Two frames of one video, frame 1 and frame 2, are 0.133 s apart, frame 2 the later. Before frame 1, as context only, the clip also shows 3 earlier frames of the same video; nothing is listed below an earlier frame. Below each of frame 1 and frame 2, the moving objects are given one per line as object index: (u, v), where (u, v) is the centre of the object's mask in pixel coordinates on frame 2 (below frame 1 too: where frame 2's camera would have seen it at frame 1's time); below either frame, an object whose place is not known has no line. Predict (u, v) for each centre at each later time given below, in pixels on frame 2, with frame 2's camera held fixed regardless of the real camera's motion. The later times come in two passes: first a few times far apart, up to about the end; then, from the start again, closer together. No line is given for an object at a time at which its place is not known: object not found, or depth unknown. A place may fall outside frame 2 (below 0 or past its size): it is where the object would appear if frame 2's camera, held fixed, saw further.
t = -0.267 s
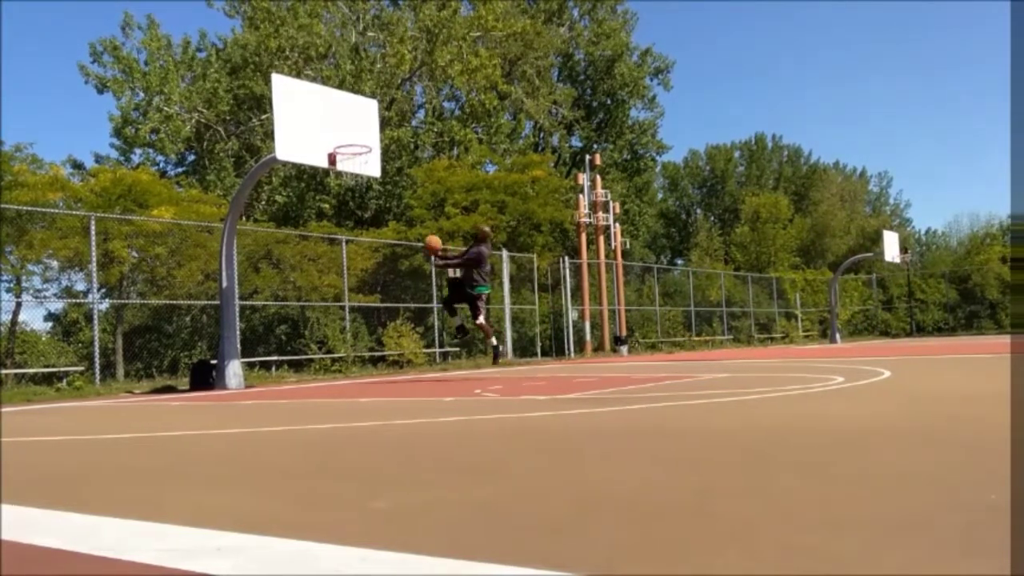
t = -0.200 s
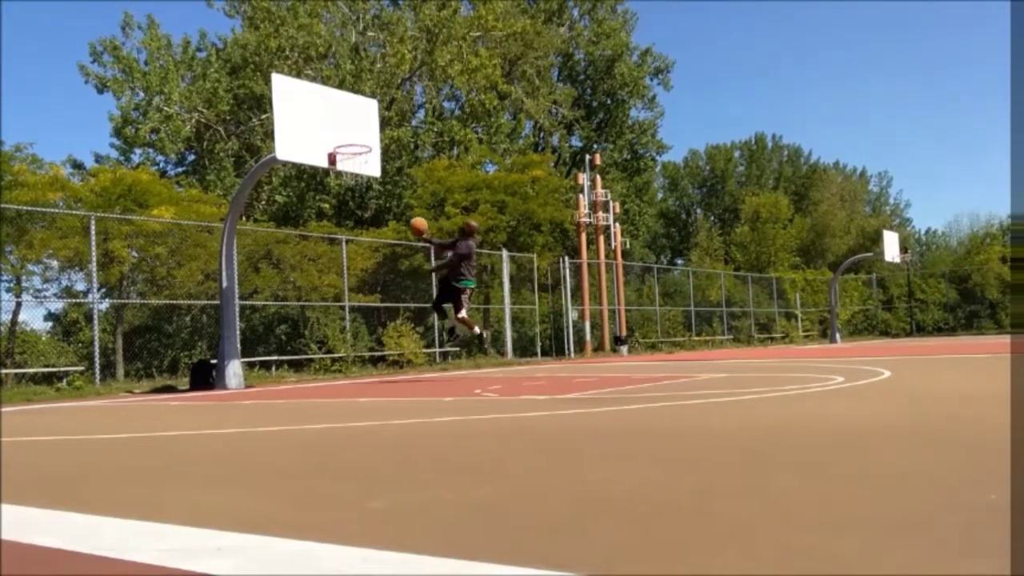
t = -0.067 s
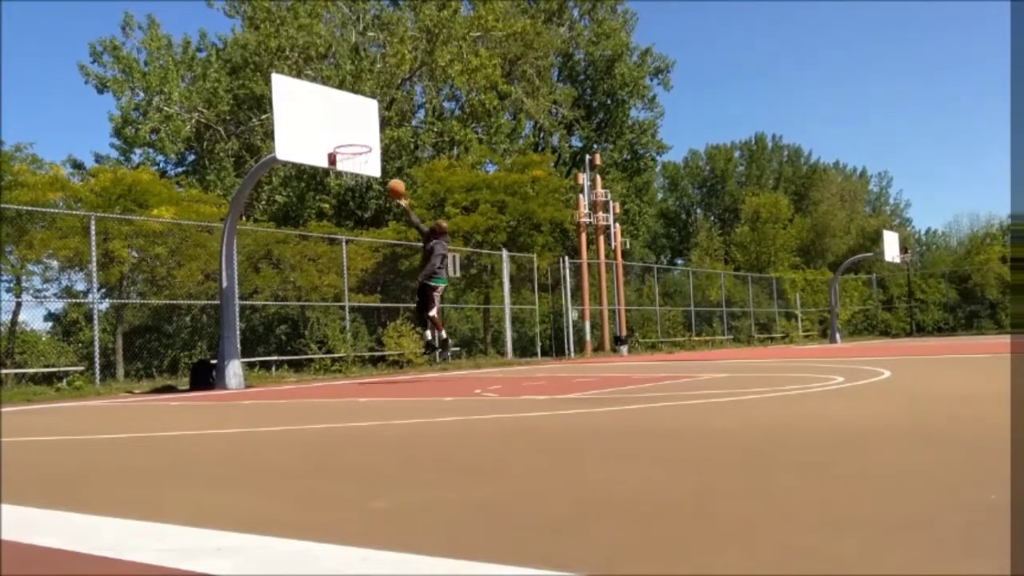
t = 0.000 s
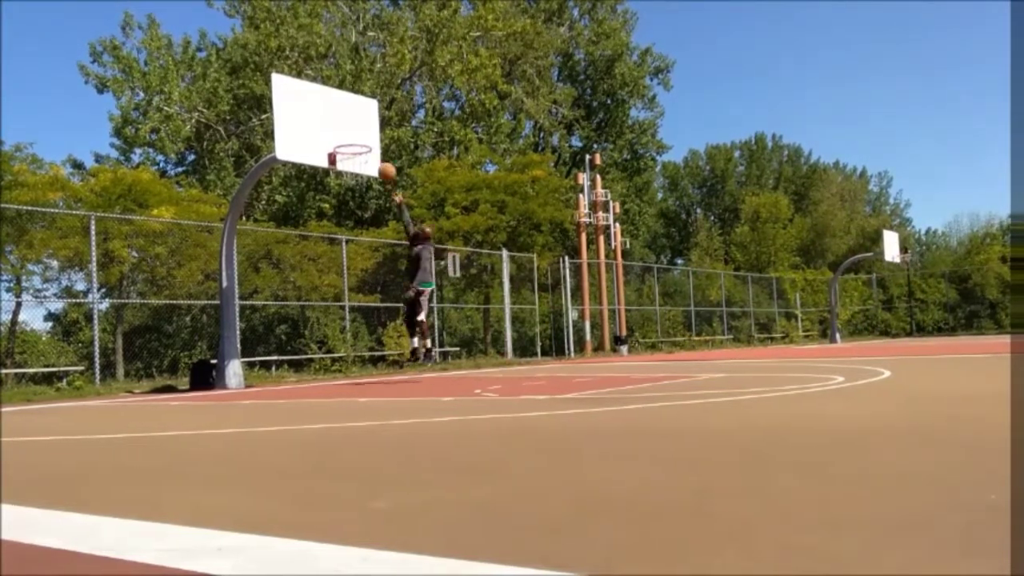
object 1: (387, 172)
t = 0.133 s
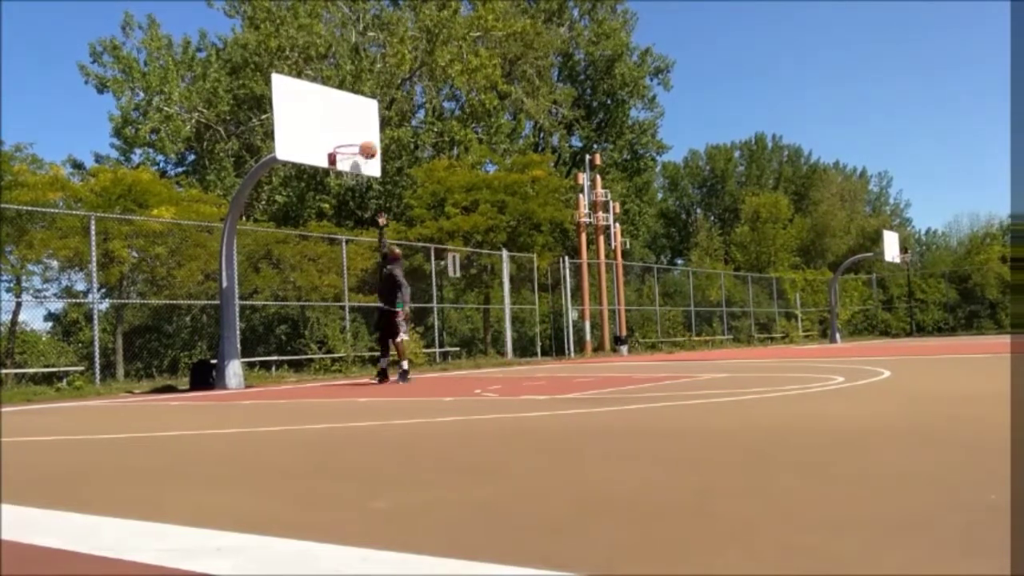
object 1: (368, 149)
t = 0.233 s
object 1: (354, 142)
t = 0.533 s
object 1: (351, 150)
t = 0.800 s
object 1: (354, 182)
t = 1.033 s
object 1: (357, 226)
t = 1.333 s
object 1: (365, 343)
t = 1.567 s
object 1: (363, 312)
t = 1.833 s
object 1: (359, 255)
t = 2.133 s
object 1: (358, 257)
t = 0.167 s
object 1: (363, 146)
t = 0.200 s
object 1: (359, 144)
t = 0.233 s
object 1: (354, 142)
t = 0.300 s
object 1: (352, 139)
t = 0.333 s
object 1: (351, 138)
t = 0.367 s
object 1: (351, 138)
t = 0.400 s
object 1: (351, 138)
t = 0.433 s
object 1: (351, 140)
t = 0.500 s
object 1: (351, 146)
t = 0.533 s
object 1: (351, 150)
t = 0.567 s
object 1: (352, 155)
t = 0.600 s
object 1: (352, 162)
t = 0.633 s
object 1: (352, 168)
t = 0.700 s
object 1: (354, 173)
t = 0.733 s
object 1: (354, 174)
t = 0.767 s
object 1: (354, 179)
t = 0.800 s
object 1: (354, 182)
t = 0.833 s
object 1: (354, 185)
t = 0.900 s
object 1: (355, 195)
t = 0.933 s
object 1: (355, 202)
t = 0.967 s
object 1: (356, 209)
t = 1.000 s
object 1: (357, 217)
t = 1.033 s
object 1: (357, 226)
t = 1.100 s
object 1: (358, 247)
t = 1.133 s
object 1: (359, 258)
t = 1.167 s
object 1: (360, 271)
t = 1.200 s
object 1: (360, 283)
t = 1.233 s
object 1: (362, 297)
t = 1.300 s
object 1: (364, 327)
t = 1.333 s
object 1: (365, 343)
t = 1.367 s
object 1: (366, 361)
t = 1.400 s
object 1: (366, 378)
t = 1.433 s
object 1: (366, 363)
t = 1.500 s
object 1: (365, 336)
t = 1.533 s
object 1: (364, 323)
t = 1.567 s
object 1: (363, 312)
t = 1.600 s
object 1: (363, 302)
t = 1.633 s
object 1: (362, 292)
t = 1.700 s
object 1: (360, 277)
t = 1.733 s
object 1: (360, 270)
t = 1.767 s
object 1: (360, 264)
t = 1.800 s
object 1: (359, 259)
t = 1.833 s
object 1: (359, 255)
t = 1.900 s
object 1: (358, 249)
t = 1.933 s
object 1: (358, 248)
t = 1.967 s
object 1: (358, 248)
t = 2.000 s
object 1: (358, 248)
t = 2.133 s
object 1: (358, 257)
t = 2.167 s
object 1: (358, 261)
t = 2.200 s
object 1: (359, 266)
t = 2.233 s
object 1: (359, 272)
